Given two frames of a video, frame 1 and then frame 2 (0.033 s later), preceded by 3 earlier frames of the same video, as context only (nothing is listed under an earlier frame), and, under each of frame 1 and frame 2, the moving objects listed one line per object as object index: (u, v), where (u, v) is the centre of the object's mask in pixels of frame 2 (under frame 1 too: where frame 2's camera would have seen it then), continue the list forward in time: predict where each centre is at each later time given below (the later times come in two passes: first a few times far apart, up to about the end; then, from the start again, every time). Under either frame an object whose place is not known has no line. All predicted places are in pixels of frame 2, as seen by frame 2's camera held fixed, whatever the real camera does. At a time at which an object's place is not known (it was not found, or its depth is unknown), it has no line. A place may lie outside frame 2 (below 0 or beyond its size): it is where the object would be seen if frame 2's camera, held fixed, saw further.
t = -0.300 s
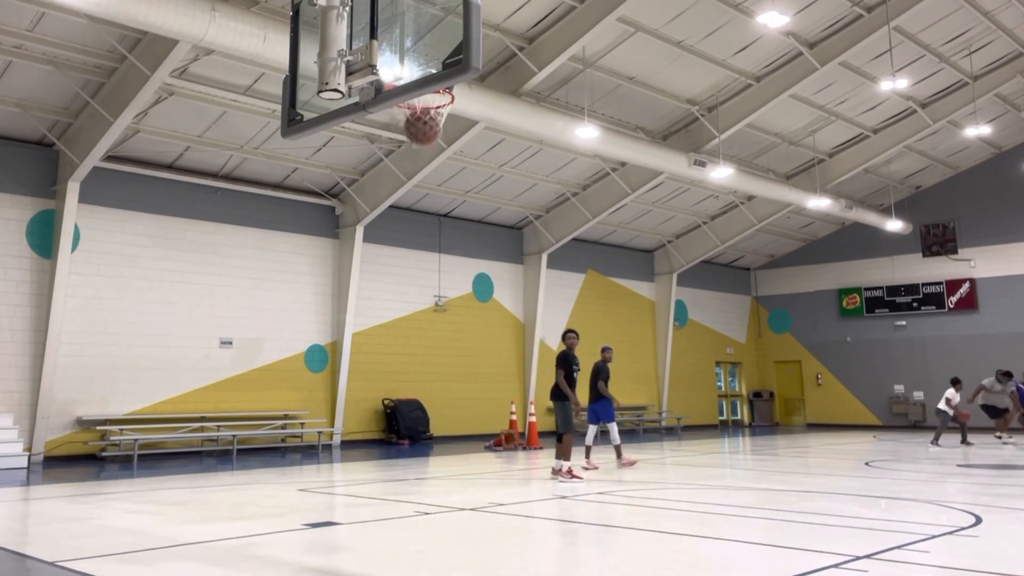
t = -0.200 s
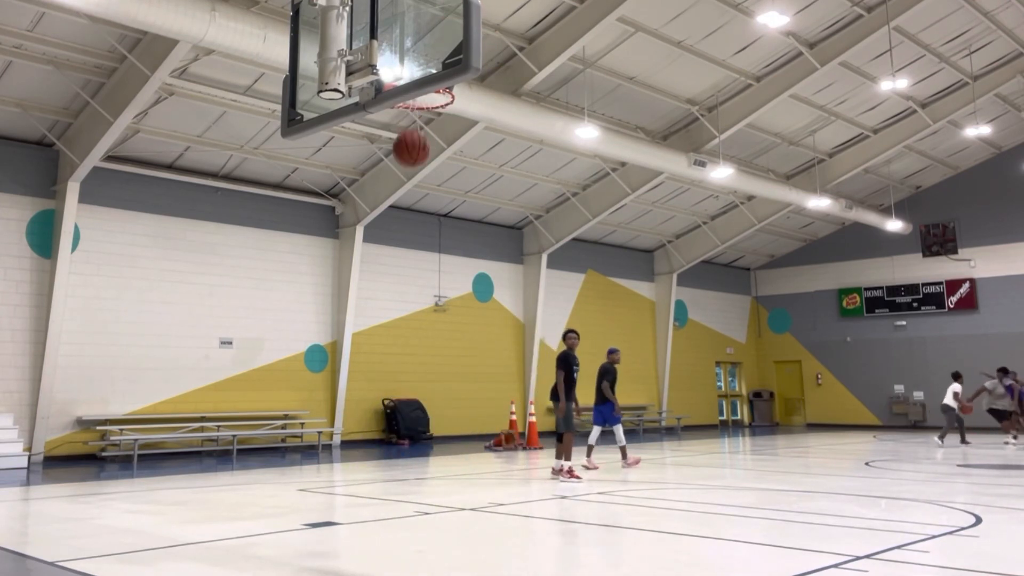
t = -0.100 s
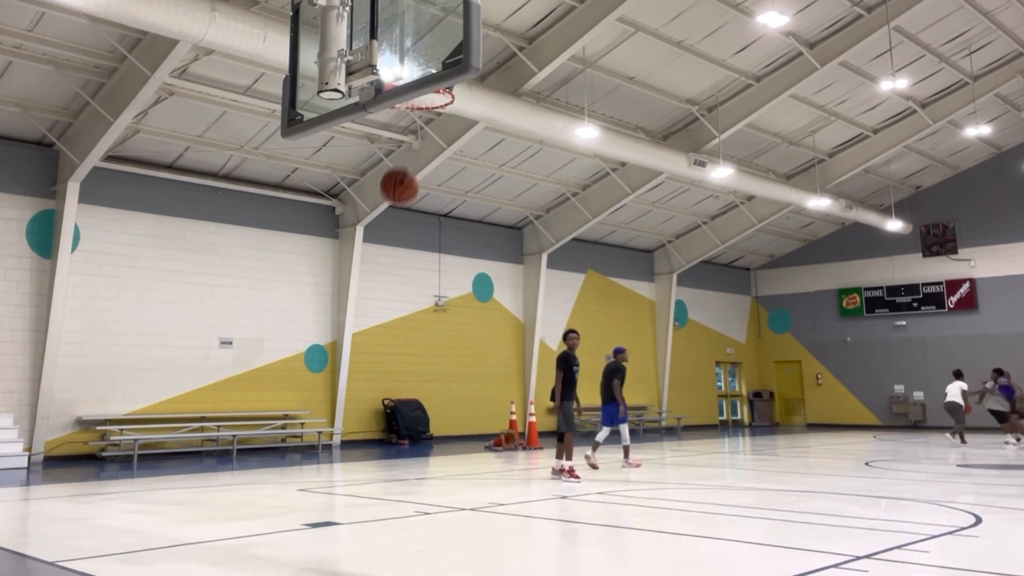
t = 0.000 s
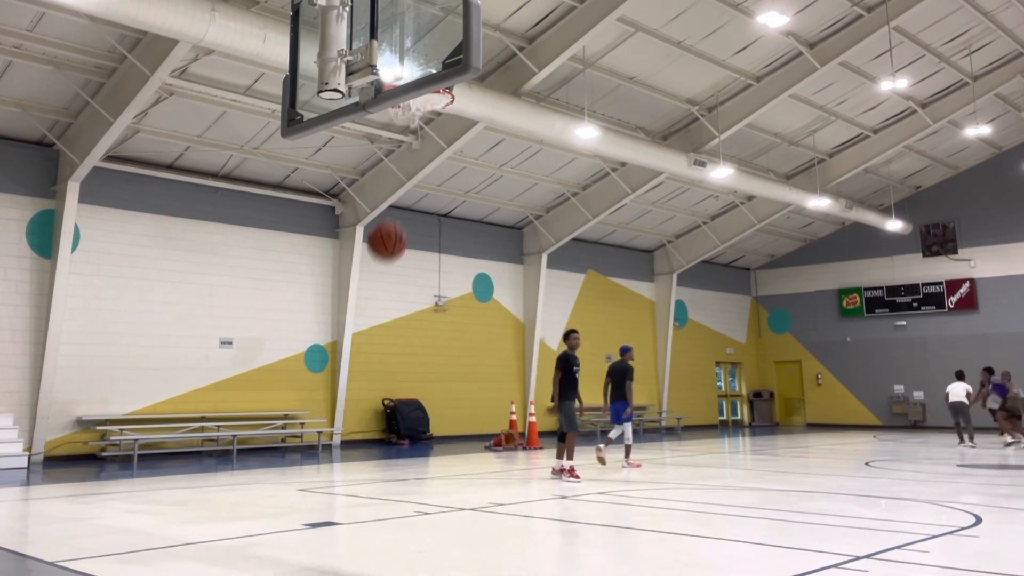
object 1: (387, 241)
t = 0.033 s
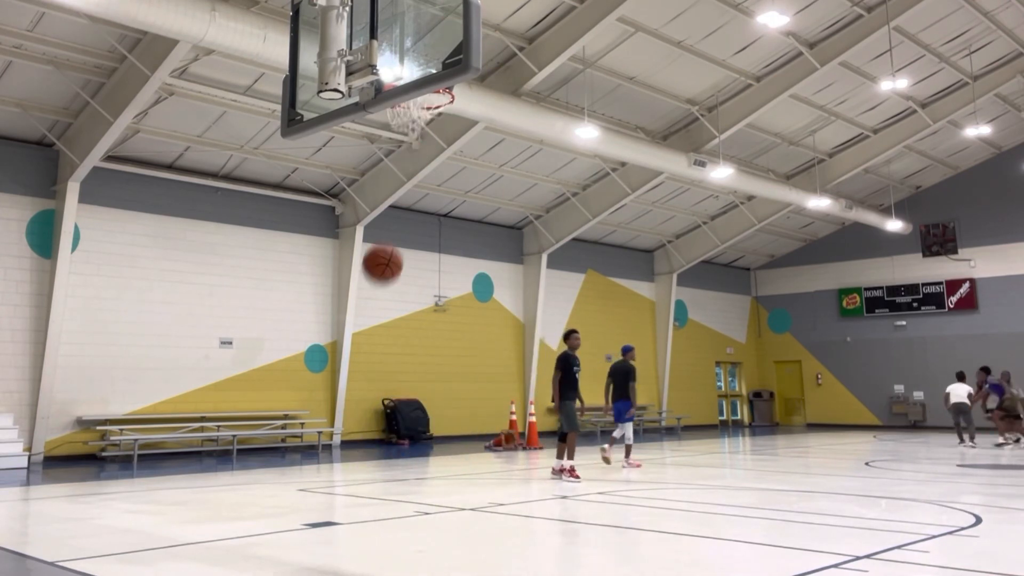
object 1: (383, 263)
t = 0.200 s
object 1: (359, 411)
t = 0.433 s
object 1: (328, 473)
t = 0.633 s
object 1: (310, 339)
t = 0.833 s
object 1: (293, 285)
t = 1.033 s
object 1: (275, 297)
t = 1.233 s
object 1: (256, 370)
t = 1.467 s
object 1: (232, 533)
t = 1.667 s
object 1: (218, 444)
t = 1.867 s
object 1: (203, 390)
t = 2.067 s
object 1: (186, 397)
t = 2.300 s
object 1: (162, 481)
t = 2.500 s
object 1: (145, 492)
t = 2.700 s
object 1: (131, 441)
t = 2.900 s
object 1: (114, 448)
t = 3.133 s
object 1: (89, 530)
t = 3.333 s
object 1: (78, 476)
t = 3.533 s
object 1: (65, 470)
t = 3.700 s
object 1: (49, 508)
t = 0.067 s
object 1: (378, 287)
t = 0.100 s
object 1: (374, 315)
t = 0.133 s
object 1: (369, 345)
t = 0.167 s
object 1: (364, 376)
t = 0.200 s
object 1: (359, 411)
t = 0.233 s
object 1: (354, 448)
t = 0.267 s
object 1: (348, 489)
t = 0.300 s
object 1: (342, 533)
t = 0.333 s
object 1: (337, 566)
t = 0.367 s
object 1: (334, 541)
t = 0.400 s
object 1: (331, 506)
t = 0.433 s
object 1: (328, 473)
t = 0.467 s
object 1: (325, 446)
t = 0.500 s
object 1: (322, 419)
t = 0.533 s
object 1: (319, 395)
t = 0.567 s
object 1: (316, 374)
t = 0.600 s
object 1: (313, 355)
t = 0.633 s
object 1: (310, 339)
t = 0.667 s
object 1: (308, 325)
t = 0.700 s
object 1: (305, 313)
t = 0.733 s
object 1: (302, 303)
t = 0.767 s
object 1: (299, 295)
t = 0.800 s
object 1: (296, 289)
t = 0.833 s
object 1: (293, 285)
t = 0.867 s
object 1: (290, 282)
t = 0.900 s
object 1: (287, 282)
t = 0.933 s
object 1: (284, 283)
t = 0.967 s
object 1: (281, 286)
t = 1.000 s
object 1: (278, 291)
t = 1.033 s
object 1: (275, 297)
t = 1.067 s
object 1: (272, 305)
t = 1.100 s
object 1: (269, 314)
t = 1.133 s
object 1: (266, 326)
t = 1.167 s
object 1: (263, 339)
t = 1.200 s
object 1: (259, 353)
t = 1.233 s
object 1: (256, 370)
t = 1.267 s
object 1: (252, 388)
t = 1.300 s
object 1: (249, 407)
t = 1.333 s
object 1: (246, 429)
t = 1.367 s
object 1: (242, 453)
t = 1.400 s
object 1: (239, 477)
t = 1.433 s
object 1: (235, 504)
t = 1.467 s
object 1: (232, 533)
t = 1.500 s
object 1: (229, 543)
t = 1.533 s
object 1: (226, 518)
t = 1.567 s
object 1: (224, 497)
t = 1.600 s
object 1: (222, 476)
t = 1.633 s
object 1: (220, 459)
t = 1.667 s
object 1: (218, 444)
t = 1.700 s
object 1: (215, 431)
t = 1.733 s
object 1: (213, 418)
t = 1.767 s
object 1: (210, 408)
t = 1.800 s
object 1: (208, 400)
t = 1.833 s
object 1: (206, 394)
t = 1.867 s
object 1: (203, 390)
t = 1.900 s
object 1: (200, 387)
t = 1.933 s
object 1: (198, 385)
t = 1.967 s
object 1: (195, 386)
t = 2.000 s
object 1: (192, 388)
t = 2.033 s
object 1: (189, 391)
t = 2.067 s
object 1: (186, 397)
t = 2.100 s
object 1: (183, 404)
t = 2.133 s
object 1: (180, 412)
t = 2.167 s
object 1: (176, 423)
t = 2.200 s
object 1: (173, 436)
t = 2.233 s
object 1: (169, 450)
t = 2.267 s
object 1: (166, 464)
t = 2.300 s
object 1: (162, 481)
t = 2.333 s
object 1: (159, 499)
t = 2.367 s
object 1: (155, 519)
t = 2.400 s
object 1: (151, 540)
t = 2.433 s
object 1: (149, 524)
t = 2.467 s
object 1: (147, 507)
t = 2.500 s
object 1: (145, 492)
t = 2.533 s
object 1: (143, 479)
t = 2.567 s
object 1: (141, 468)
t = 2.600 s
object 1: (139, 459)
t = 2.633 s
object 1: (136, 451)
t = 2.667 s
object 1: (134, 445)
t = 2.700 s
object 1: (131, 441)
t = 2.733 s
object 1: (128, 438)
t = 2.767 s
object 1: (126, 437)
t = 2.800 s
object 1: (123, 438)
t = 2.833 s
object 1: (120, 440)
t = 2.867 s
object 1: (117, 444)
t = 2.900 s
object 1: (114, 448)
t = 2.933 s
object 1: (110, 455)
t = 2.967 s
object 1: (107, 463)
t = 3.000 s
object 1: (104, 473)
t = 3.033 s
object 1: (100, 485)
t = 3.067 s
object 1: (97, 499)
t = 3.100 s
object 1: (93, 513)
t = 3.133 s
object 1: (89, 530)
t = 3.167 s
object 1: (87, 526)
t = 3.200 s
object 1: (85, 512)
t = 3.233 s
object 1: (83, 501)
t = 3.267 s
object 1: (82, 491)
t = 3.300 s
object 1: (80, 482)
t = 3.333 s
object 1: (78, 476)
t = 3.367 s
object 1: (76, 471)
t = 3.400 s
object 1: (74, 469)
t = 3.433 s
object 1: (72, 466)
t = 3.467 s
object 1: (69, 466)
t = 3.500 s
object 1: (67, 467)
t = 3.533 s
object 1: (65, 470)
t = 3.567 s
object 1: (61, 475)
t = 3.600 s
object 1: (59, 480)
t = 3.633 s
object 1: (56, 488)
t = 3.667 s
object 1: (53, 497)
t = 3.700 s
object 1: (49, 508)
